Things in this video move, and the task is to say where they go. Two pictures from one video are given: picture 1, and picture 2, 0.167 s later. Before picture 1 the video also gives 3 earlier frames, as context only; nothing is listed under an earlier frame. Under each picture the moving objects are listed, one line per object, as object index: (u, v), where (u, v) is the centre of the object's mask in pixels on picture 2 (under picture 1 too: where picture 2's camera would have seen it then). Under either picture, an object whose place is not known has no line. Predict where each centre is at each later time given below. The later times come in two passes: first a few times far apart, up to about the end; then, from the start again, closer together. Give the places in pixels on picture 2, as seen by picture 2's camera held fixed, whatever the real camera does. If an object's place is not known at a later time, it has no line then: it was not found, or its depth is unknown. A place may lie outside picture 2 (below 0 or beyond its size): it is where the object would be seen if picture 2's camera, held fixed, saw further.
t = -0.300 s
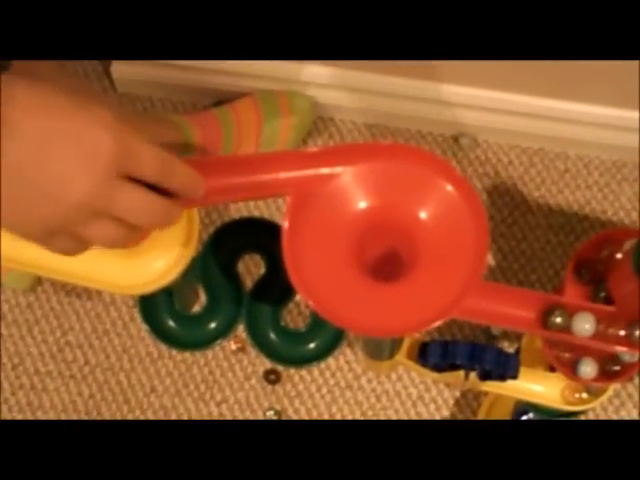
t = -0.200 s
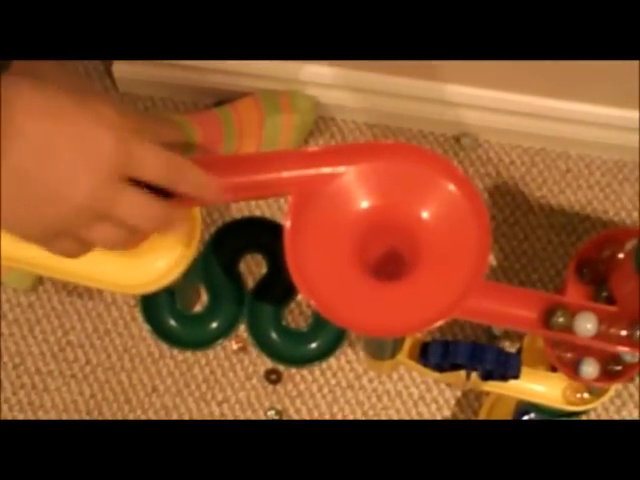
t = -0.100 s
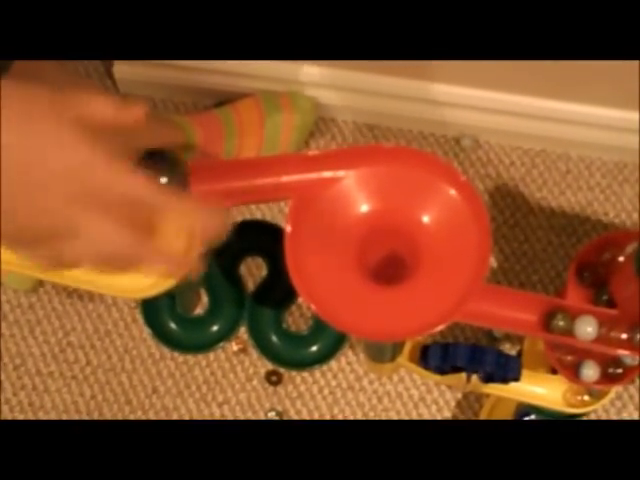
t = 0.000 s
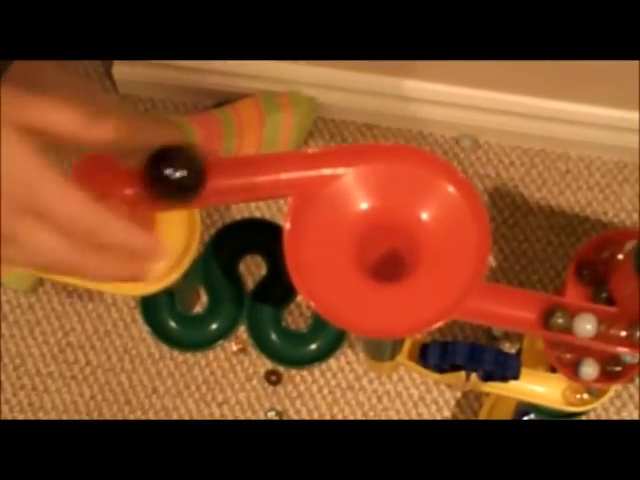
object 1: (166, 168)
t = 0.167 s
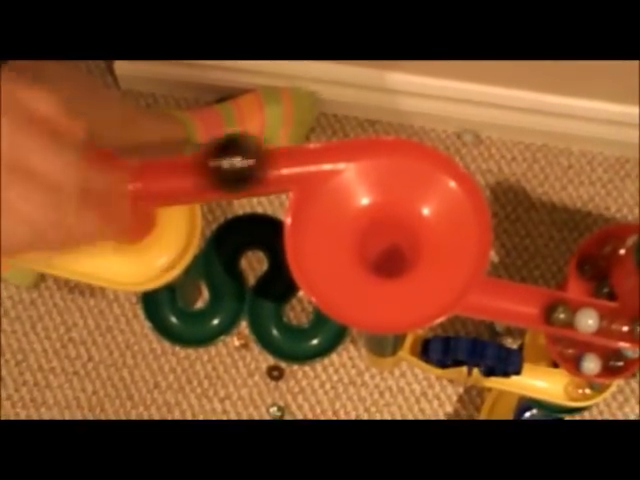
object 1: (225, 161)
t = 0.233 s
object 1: (262, 158)
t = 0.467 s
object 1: (414, 284)
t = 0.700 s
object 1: (357, 247)
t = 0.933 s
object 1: (420, 191)
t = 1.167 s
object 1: (345, 263)
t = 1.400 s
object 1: (357, 213)
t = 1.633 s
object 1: (388, 290)
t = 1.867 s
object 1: (375, 216)
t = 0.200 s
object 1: (243, 160)
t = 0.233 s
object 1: (262, 158)
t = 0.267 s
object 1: (281, 158)
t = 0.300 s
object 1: (303, 165)
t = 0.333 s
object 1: (324, 178)
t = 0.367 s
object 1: (364, 194)
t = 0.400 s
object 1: (388, 211)
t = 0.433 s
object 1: (409, 252)
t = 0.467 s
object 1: (414, 284)
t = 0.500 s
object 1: (413, 293)
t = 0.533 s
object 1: (409, 296)
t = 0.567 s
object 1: (396, 294)
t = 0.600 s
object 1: (384, 288)
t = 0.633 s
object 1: (372, 278)
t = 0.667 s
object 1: (361, 265)
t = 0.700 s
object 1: (357, 247)
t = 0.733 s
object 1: (357, 227)
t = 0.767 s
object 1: (363, 208)
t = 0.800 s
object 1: (374, 192)
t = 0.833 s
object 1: (385, 183)
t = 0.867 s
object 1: (397, 181)
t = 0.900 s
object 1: (411, 183)
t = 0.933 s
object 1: (420, 191)
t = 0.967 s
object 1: (427, 204)
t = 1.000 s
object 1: (427, 222)
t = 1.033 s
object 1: (421, 240)
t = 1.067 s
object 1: (399, 258)
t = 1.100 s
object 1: (384, 265)
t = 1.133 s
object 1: (365, 267)
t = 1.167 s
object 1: (345, 263)
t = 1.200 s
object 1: (330, 256)
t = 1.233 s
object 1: (321, 248)
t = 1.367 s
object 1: (340, 216)
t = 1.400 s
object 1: (357, 213)
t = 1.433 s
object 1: (378, 216)
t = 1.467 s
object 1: (389, 231)
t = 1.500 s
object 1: (401, 249)
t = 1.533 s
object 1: (408, 267)
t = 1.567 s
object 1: (398, 278)
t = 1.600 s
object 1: (397, 286)
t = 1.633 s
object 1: (388, 290)
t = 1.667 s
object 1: (378, 290)
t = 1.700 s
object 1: (369, 286)
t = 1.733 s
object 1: (361, 276)
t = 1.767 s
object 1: (357, 264)
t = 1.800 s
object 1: (356, 248)
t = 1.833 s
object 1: (360, 232)
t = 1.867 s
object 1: (375, 216)
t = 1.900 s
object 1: (393, 211)
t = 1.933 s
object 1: (412, 214)
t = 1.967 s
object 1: (425, 223)
